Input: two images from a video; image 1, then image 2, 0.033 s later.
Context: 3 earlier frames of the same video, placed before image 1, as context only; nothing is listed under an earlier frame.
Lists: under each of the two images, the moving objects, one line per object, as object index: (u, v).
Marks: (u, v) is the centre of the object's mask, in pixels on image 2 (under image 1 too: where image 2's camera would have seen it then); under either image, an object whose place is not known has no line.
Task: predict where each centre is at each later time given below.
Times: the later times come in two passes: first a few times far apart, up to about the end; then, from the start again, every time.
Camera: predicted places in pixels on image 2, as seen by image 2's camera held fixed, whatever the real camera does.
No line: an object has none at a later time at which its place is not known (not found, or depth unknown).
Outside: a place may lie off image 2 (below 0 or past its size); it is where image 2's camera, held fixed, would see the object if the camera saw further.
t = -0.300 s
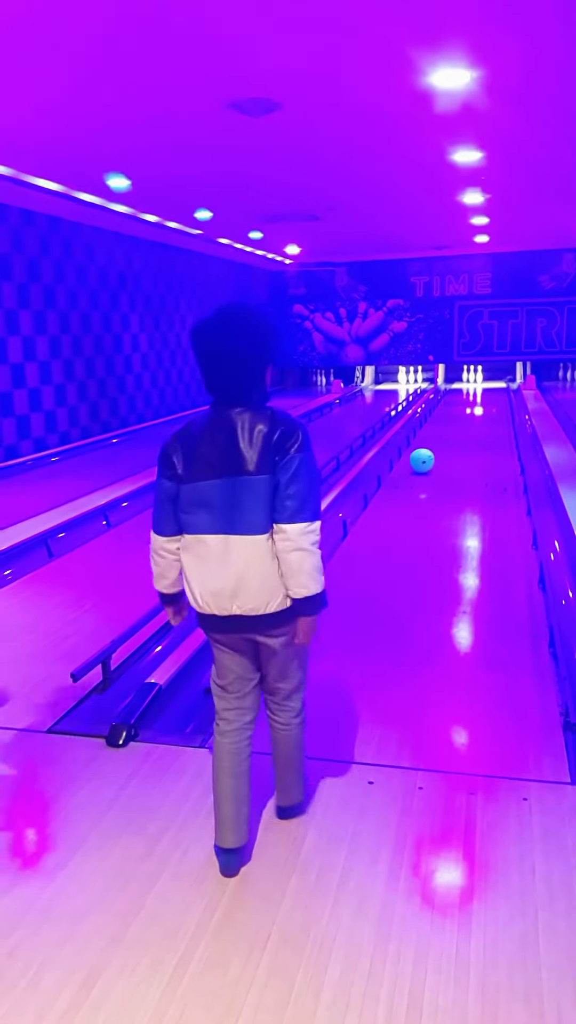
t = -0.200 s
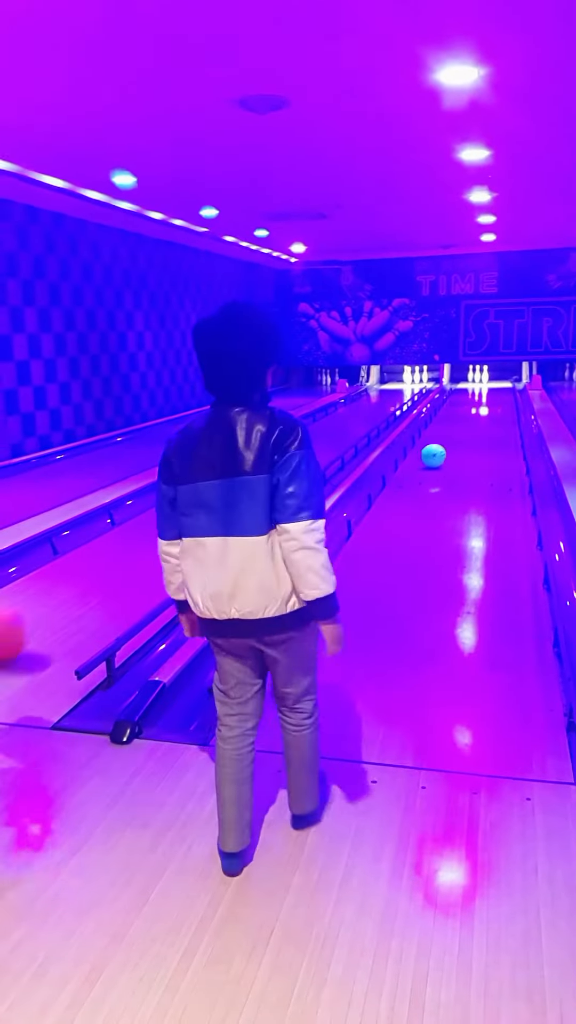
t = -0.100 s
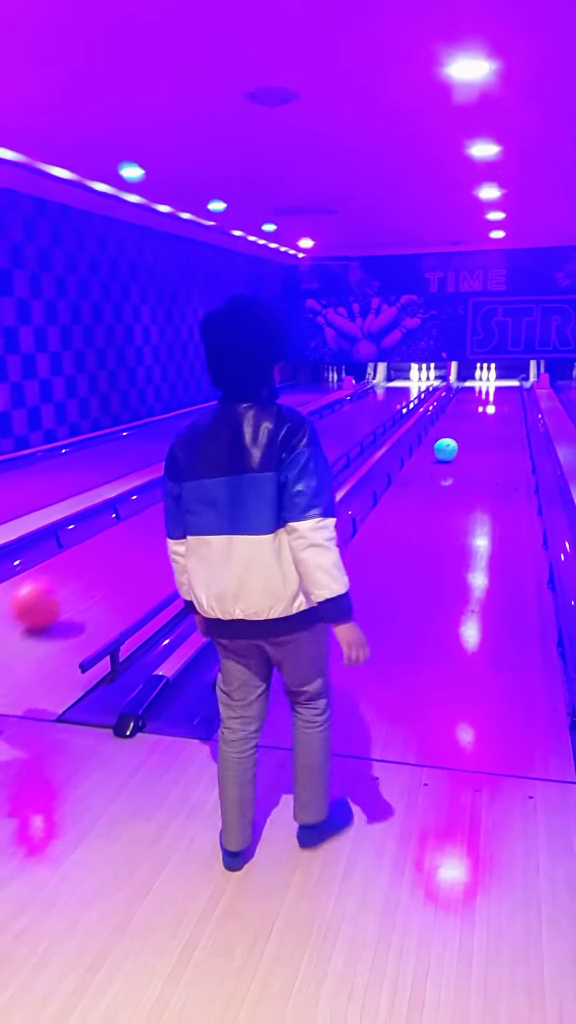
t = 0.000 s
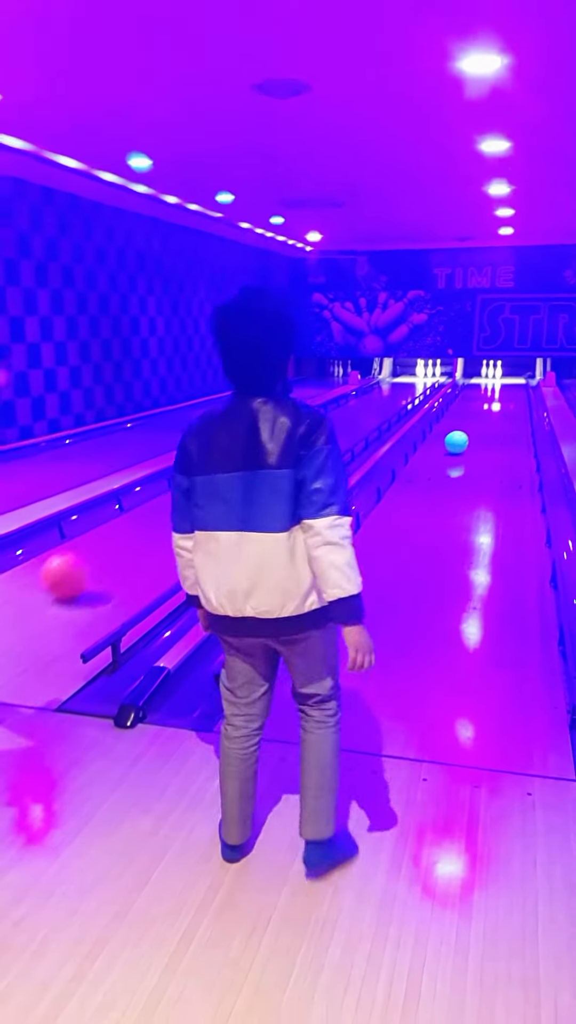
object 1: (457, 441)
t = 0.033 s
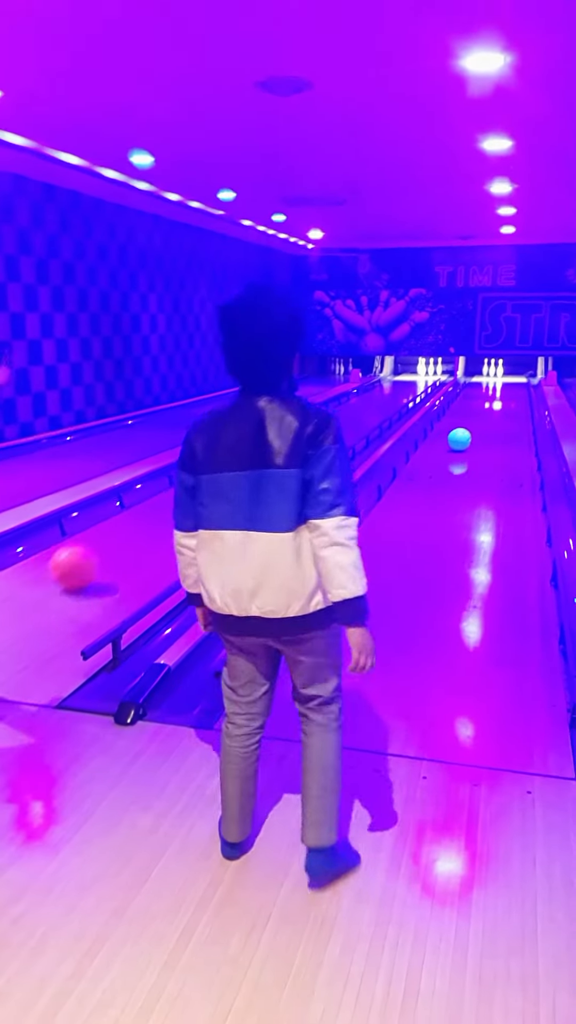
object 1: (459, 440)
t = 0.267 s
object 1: (471, 432)
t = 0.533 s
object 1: (484, 425)
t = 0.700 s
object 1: (490, 420)
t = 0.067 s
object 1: (461, 438)
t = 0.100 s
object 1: (463, 437)
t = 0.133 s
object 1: (465, 436)
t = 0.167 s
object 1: (466, 435)
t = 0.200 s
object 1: (468, 434)
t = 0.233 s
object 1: (470, 433)
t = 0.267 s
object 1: (471, 432)
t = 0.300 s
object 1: (473, 431)
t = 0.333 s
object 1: (474, 430)
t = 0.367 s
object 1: (476, 429)
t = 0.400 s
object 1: (478, 428)
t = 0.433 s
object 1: (479, 427)
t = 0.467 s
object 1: (481, 427)
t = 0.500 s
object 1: (482, 426)
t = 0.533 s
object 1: (484, 425)
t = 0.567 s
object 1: (485, 424)
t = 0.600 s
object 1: (487, 423)
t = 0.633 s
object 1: (488, 422)
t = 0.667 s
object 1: (489, 421)
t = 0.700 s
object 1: (490, 420)
